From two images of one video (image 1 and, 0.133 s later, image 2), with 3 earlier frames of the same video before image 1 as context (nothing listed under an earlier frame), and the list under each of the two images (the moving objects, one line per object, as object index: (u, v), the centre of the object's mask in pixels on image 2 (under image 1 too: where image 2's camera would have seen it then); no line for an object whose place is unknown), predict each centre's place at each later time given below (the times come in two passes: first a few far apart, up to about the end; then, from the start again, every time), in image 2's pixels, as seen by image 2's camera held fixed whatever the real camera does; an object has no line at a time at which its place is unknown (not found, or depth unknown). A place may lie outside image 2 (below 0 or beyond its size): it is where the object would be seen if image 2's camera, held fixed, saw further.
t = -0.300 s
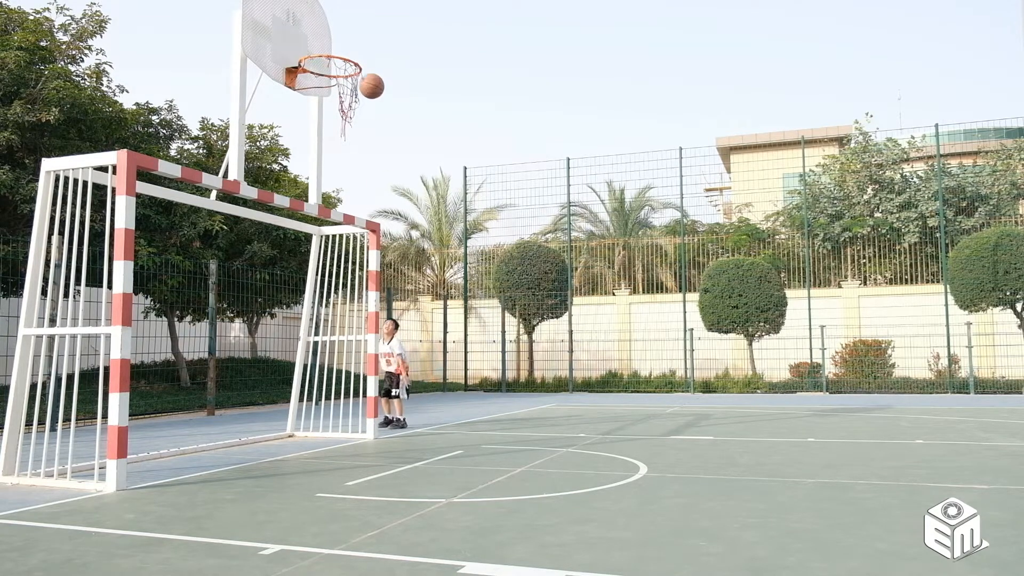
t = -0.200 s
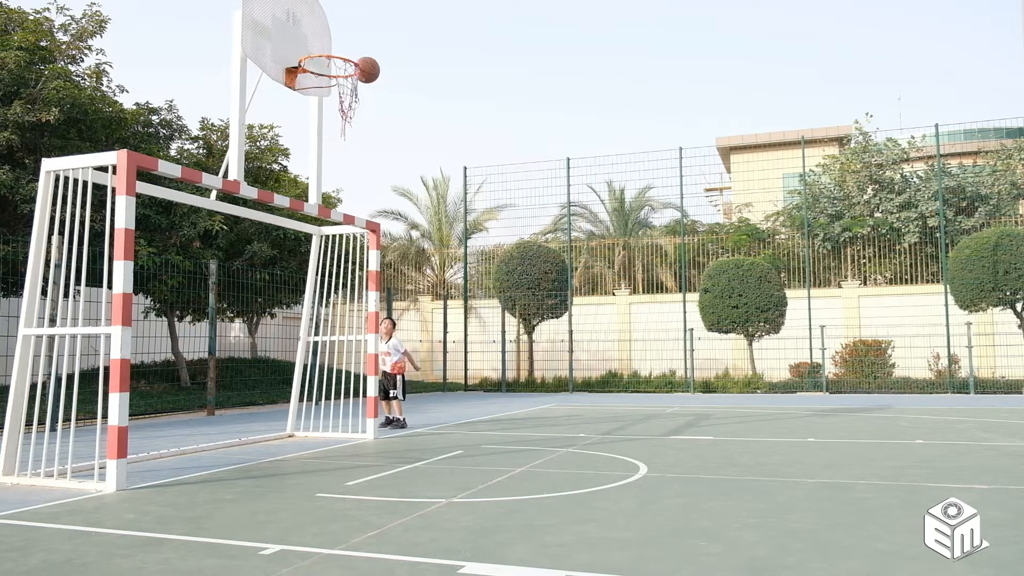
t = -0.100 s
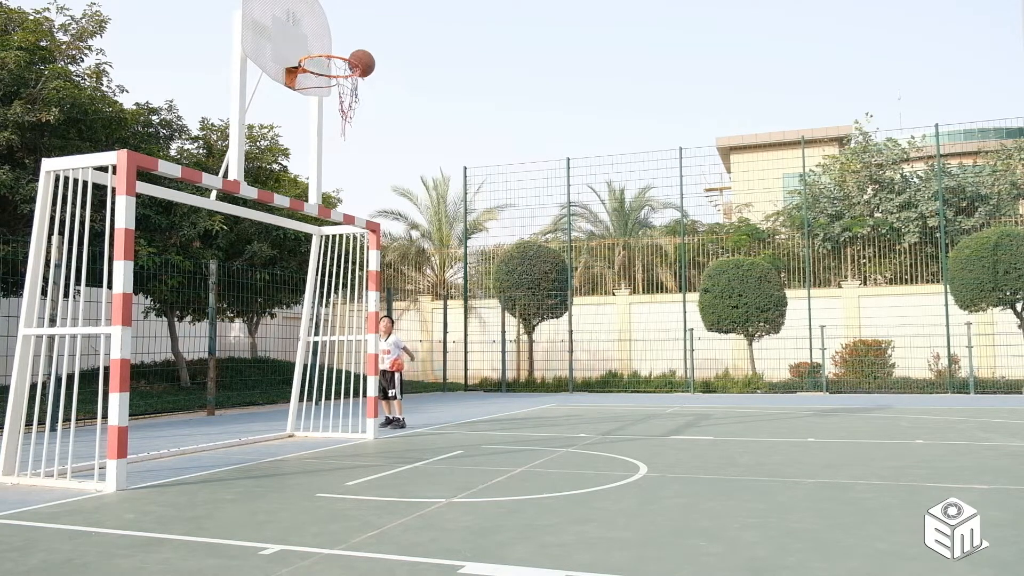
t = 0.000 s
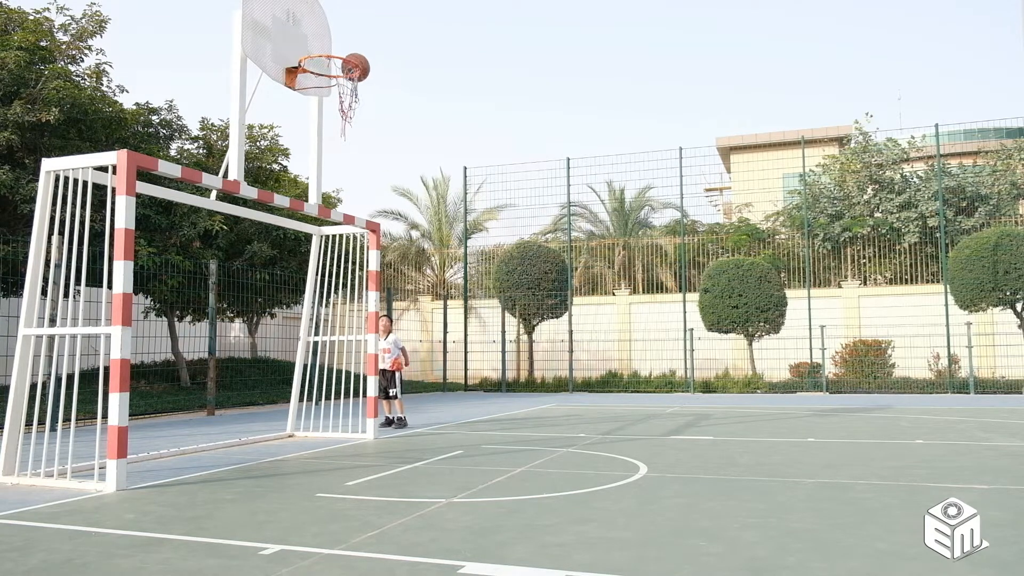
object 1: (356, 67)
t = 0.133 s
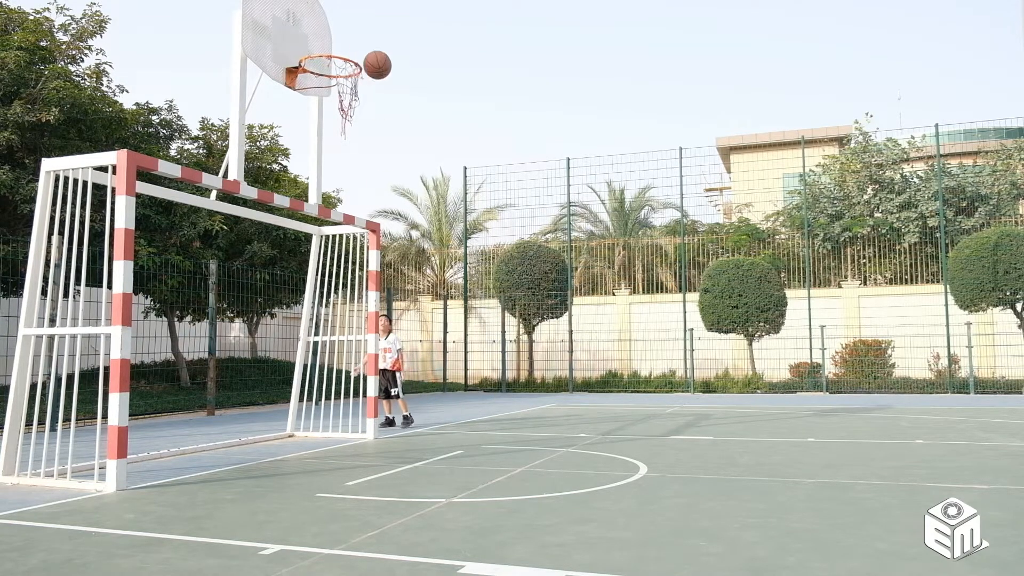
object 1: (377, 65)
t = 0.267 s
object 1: (405, 75)
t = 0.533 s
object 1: (455, 150)
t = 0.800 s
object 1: (499, 291)
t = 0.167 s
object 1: (384, 65)
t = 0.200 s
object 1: (391, 68)
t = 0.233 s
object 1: (398, 71)
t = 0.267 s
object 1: (405, 75)
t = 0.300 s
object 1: (411, 81)
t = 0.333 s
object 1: (418, 88)
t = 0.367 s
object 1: (424, 95)
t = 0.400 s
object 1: (430, 104)
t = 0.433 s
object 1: (437, 114)
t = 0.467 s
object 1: (443, 125)
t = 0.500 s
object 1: (449, 137)
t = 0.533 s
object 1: (455, 150)
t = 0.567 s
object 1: (460, 164)
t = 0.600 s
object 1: (466, 179)
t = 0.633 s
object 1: (472, 196)
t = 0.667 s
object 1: (477, 213)
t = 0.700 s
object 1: (483, 231)
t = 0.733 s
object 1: (489, 250)
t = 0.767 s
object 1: (494, 269)
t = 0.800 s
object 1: (499, 291)
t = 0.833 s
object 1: (505, 312)
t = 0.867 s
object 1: (509, 335)
